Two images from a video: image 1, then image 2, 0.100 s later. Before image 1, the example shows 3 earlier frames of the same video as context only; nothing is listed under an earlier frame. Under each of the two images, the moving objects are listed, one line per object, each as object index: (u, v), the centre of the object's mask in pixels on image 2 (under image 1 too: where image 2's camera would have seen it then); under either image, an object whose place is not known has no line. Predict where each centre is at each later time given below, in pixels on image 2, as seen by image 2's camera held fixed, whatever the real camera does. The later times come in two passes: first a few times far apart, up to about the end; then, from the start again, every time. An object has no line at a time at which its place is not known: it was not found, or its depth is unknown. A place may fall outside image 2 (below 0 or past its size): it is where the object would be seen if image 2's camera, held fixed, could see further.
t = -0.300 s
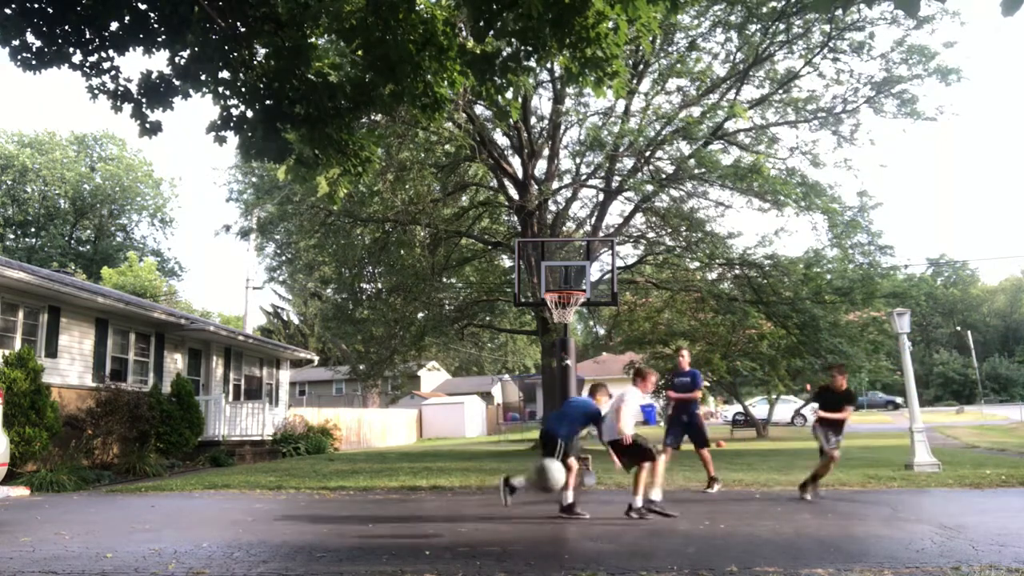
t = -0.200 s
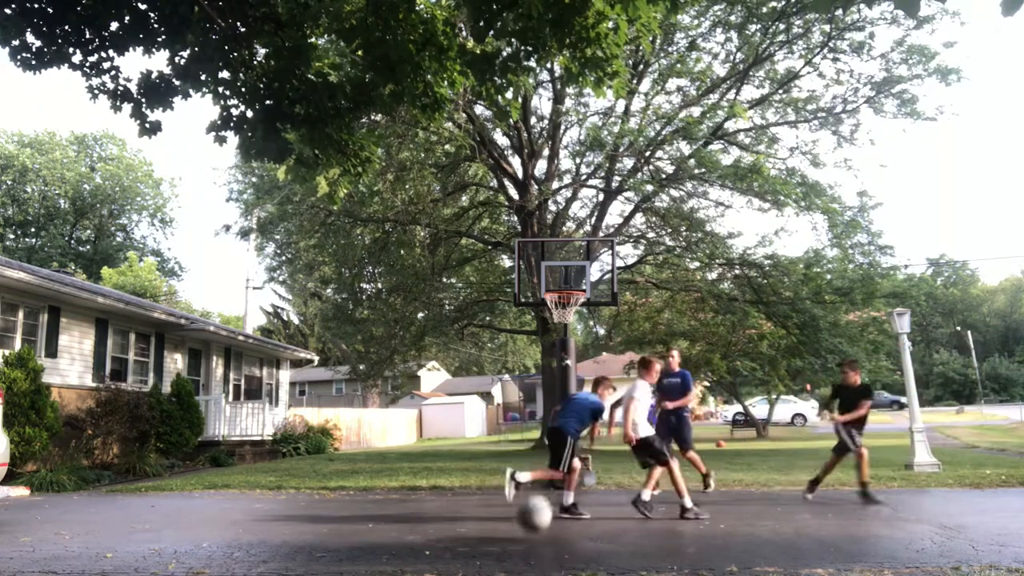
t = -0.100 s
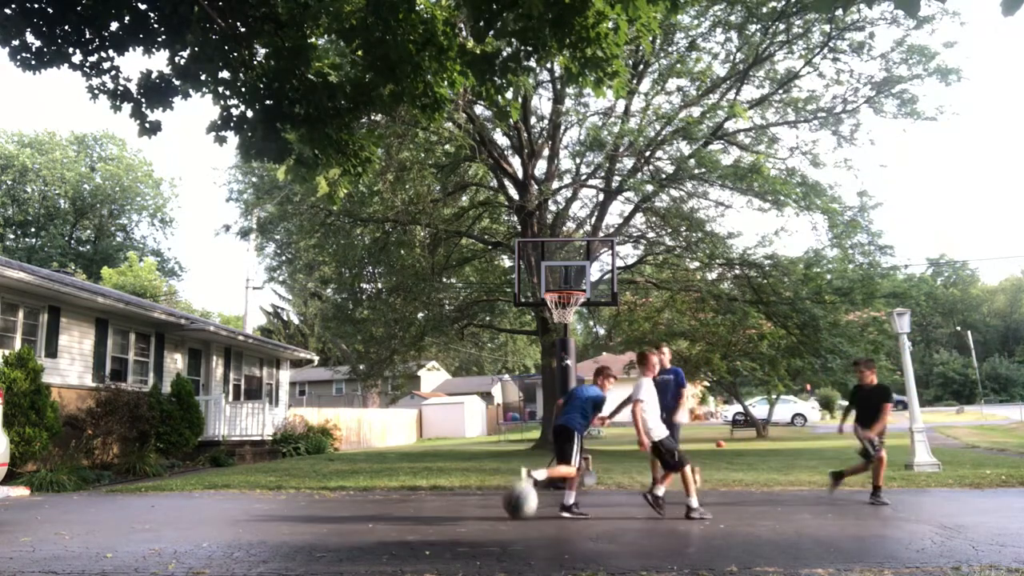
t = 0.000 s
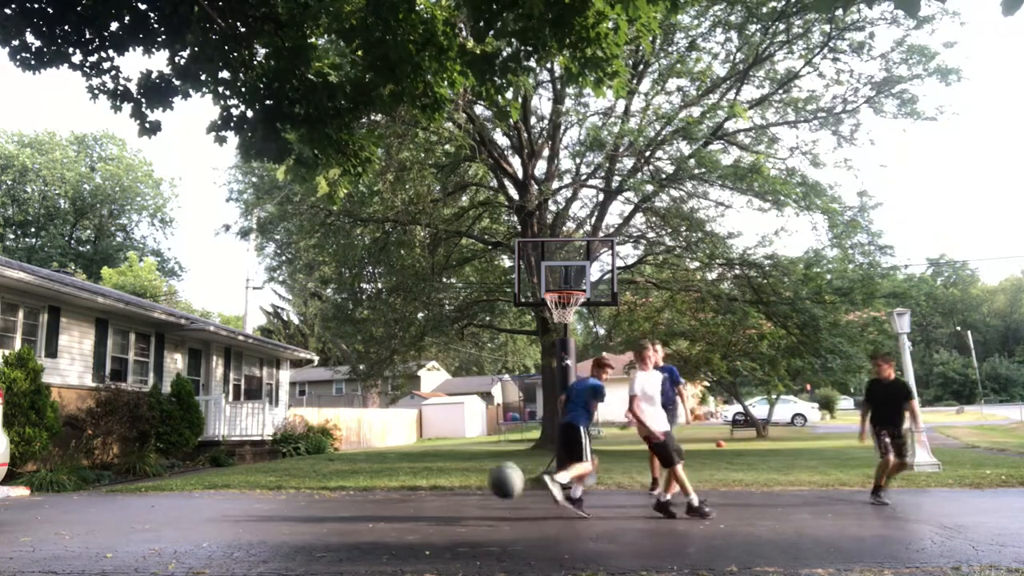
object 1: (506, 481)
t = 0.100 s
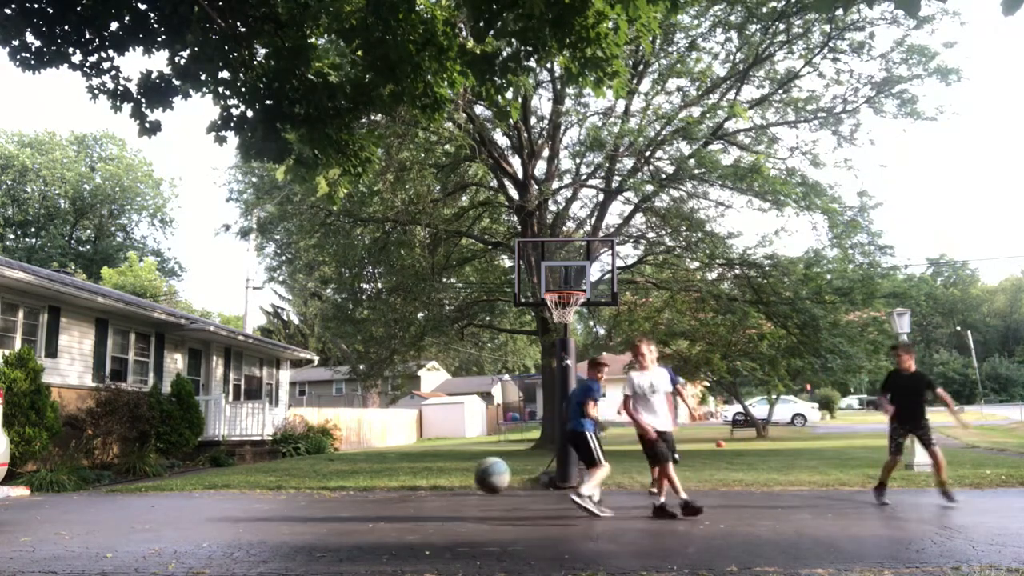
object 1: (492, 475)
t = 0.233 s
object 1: (473, 492)
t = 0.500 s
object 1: (436, 508)
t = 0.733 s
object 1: (403, 510)
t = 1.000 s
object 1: (360, 533)
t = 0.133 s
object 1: (488, 477)
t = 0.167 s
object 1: (483, 480)
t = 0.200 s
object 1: (478, 485)
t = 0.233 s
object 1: (473, 492)
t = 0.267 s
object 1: (469, 501)
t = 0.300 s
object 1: (464, 511)
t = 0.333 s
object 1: (460, 524)
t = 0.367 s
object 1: (454, 540)
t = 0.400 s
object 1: (451, 535)
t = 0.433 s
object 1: (446, 525)
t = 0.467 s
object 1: (441, 515)
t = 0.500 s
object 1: (436, 508)
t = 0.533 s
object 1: (431, 503)
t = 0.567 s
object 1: (426, 500)
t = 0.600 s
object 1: (422, 498)
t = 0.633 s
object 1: (417, 498)
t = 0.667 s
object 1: (412, 500)
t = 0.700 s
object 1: (407, 504)
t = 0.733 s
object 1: (403, 510)
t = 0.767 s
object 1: (398, 518)
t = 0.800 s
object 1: (393, 528)
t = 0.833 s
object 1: (388, 540)
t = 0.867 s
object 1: (382, 554)
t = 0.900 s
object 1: (378, 550)
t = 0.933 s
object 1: (372, 542)
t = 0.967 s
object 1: (365, 537)
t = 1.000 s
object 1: (360, 533)
